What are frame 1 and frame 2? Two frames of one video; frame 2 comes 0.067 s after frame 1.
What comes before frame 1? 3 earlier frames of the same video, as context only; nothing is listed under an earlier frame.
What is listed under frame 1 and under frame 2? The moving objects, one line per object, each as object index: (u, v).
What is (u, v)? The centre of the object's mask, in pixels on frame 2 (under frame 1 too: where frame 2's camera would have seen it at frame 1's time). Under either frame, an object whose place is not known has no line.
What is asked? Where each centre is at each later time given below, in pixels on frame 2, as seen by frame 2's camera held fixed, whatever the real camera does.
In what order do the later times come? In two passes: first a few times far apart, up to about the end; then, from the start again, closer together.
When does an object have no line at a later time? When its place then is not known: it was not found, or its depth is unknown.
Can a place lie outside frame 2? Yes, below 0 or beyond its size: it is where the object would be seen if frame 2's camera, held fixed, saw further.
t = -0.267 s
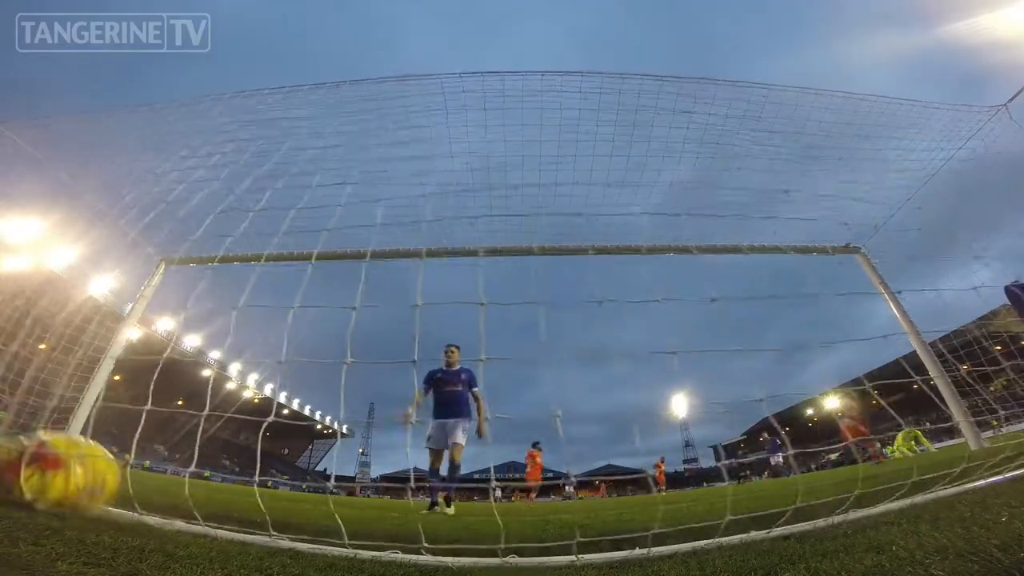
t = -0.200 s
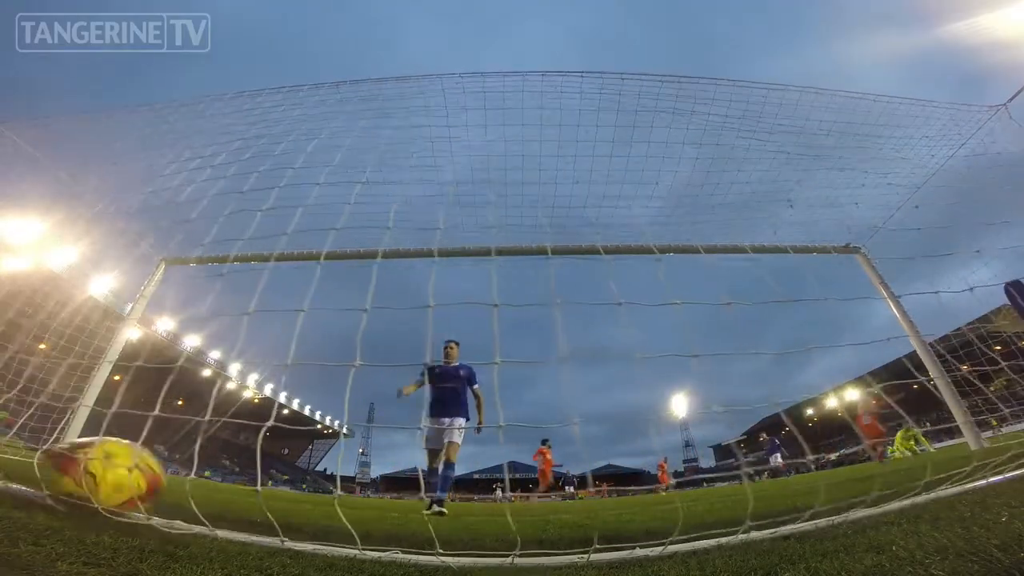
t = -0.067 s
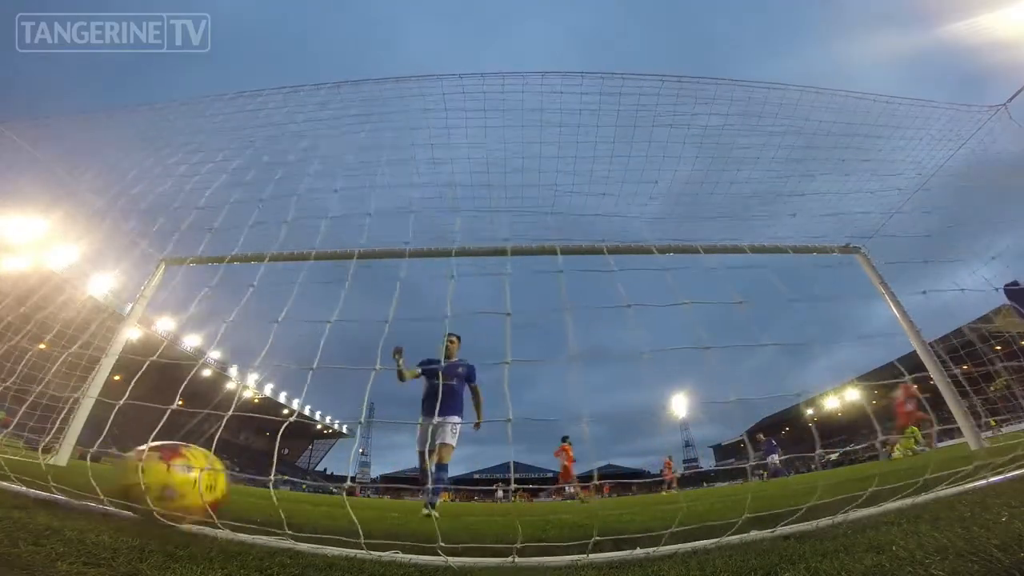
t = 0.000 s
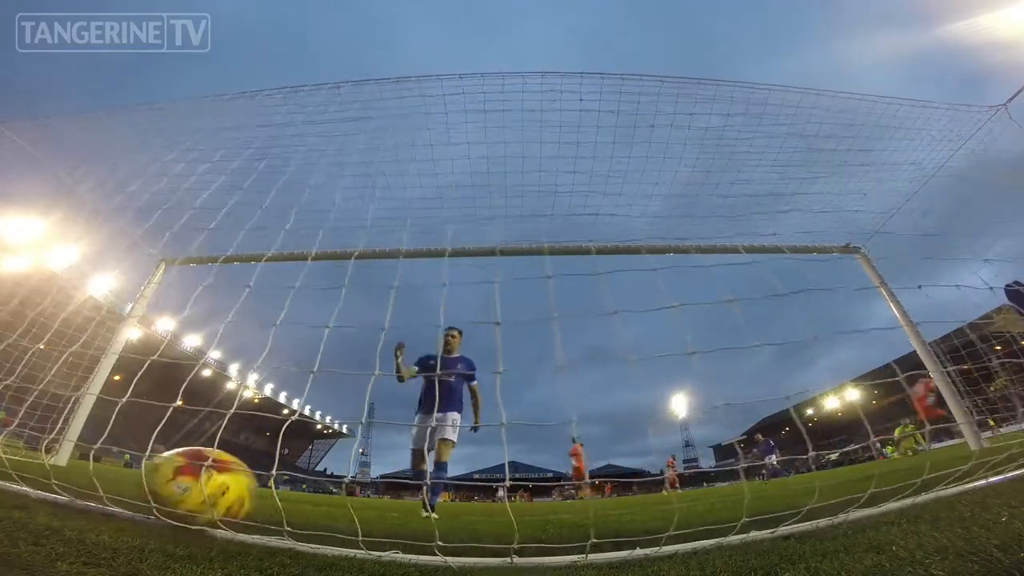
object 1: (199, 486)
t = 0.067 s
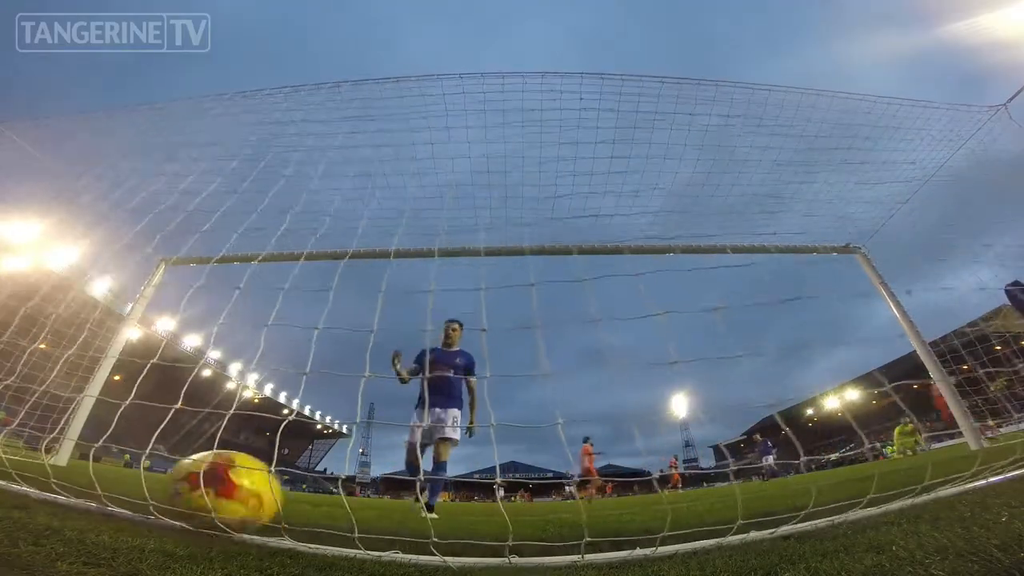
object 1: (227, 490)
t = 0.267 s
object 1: (296, 506)
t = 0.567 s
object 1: (414, 528)
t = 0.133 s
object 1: (253, 494)
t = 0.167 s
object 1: (262, 497)
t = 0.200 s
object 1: (273, 500)
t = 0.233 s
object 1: (285, 501)
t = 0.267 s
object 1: (296, 506)
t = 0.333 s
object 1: (313, 515)
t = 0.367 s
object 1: (327, 519)
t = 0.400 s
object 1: (342, 518)
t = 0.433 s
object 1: (355, 518)
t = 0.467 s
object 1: (369, 518)
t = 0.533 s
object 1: (400, 523)
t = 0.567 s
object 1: (414, 528)
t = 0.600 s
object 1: (429, 528)
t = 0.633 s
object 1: (442, 526)
